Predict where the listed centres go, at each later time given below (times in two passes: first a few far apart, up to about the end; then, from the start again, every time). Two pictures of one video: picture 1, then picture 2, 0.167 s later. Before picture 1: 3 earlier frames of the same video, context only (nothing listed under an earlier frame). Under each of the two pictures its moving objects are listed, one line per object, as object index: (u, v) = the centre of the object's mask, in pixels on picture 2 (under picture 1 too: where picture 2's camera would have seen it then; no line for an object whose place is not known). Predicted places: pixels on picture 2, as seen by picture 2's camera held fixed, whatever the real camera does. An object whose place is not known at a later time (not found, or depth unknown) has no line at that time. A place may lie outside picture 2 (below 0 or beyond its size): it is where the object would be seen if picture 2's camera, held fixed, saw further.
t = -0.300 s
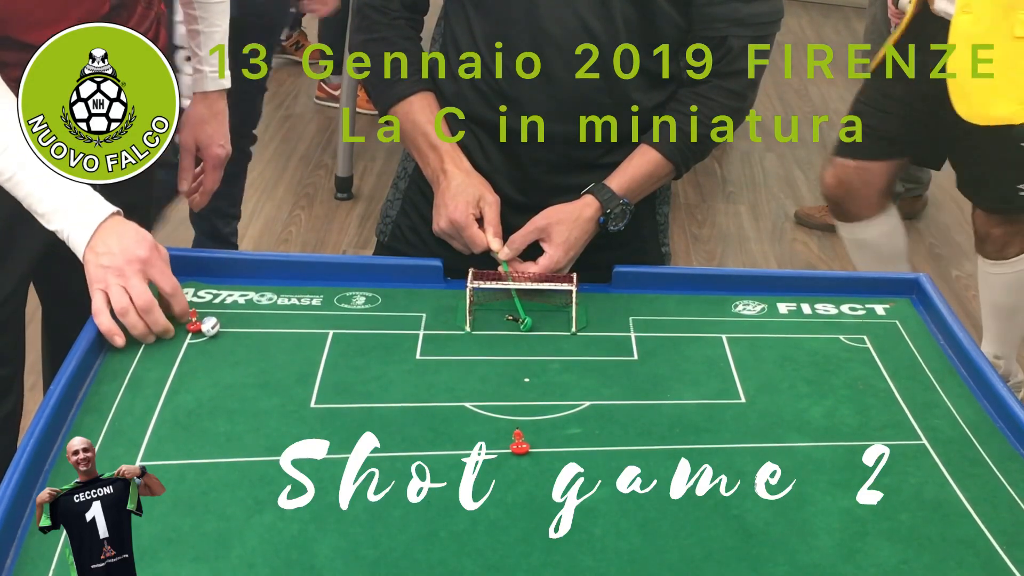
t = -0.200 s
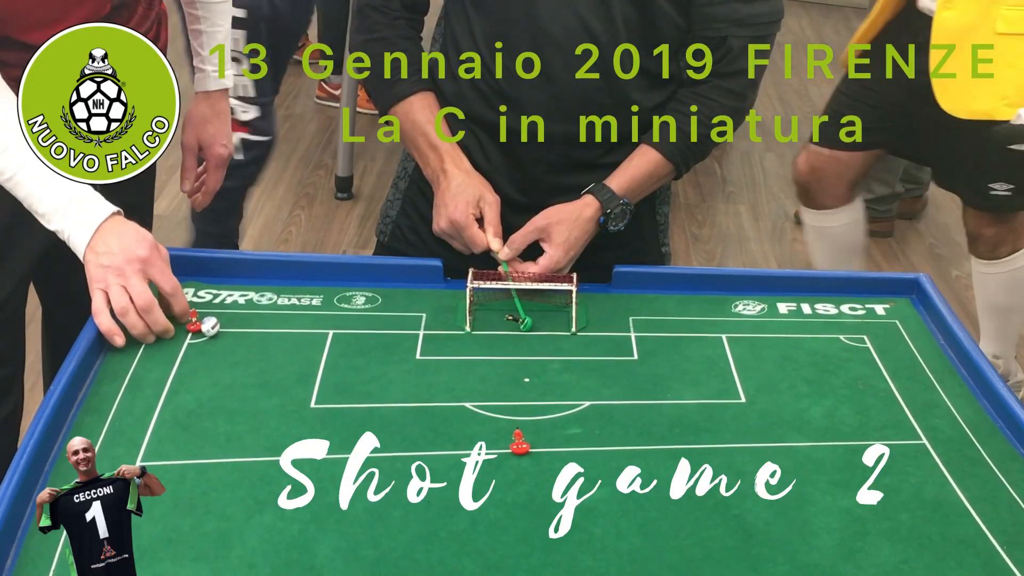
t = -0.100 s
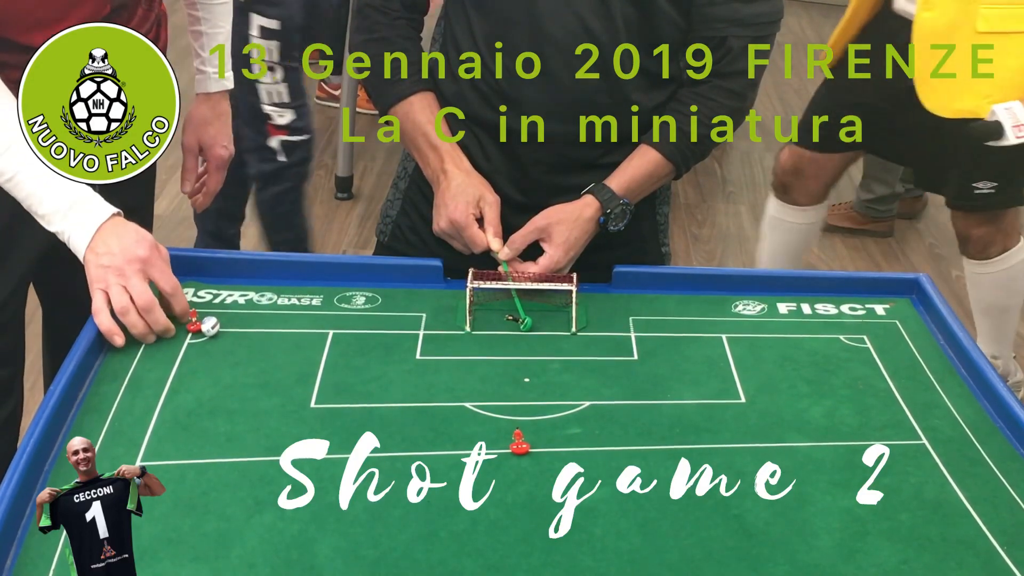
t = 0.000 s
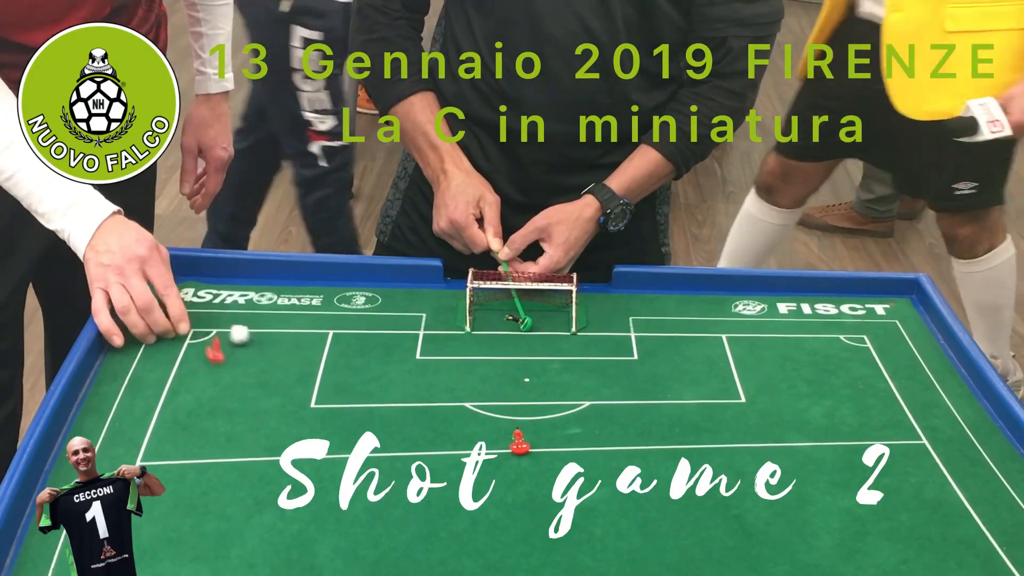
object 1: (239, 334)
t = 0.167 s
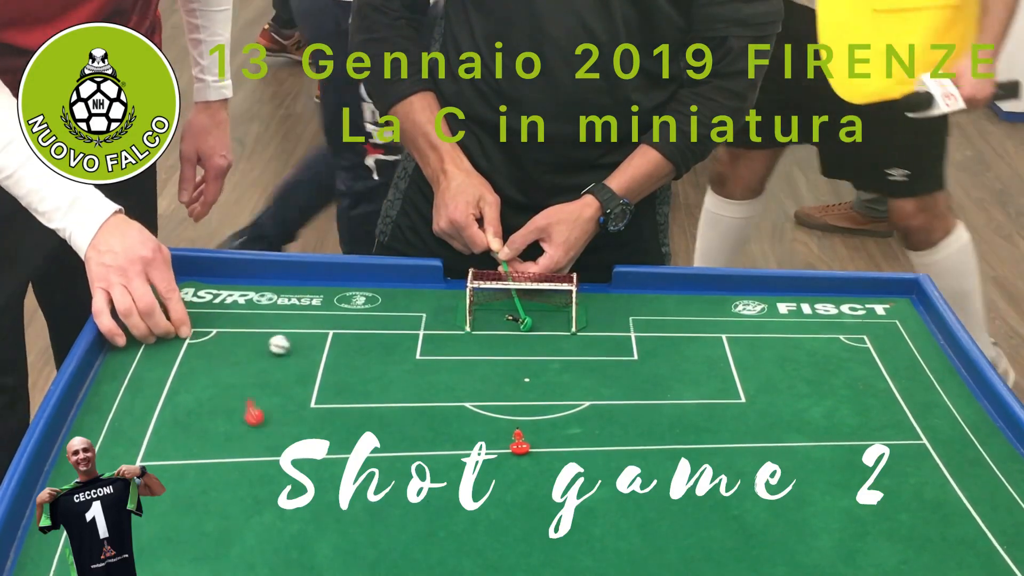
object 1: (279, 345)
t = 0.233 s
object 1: (293, 348)
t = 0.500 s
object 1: (339, 358)
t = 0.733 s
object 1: (369, 364)
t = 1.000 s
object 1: (391, 369)
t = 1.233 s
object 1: (402, 369)
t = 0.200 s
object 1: (286, 346)
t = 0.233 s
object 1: (293, 348)
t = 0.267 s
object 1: (299, 349)
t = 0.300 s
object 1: (305, 351)
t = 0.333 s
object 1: (312, 352)
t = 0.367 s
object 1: (317, 353)
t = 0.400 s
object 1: (323, 355)
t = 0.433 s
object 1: (328, 355)
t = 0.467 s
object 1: (333, 357)
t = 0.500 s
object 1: (339, 358)
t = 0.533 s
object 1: (343, 359)
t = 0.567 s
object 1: (348, 360)
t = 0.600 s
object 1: (352, 361)
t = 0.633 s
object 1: (357, 362)
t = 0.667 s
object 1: (361, 363)
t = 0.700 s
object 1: (365, 364)
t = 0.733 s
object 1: (369, 364)
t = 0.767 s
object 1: (373, 365)
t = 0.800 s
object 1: (376, 366)
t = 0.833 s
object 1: (379, 366)
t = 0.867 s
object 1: (382, 367)
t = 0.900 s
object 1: (384, 368)
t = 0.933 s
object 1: (387, 368)
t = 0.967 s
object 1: (390, 368)
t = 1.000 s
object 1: (391, 369)
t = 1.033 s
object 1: (394, 370)
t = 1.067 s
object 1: (396, 370)
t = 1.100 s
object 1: (398, 369)
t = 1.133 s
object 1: (399, 369)
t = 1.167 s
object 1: (400, 369)
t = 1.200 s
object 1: (401, 369)
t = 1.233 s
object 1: (402, 369)
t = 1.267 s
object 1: (402, 369)
